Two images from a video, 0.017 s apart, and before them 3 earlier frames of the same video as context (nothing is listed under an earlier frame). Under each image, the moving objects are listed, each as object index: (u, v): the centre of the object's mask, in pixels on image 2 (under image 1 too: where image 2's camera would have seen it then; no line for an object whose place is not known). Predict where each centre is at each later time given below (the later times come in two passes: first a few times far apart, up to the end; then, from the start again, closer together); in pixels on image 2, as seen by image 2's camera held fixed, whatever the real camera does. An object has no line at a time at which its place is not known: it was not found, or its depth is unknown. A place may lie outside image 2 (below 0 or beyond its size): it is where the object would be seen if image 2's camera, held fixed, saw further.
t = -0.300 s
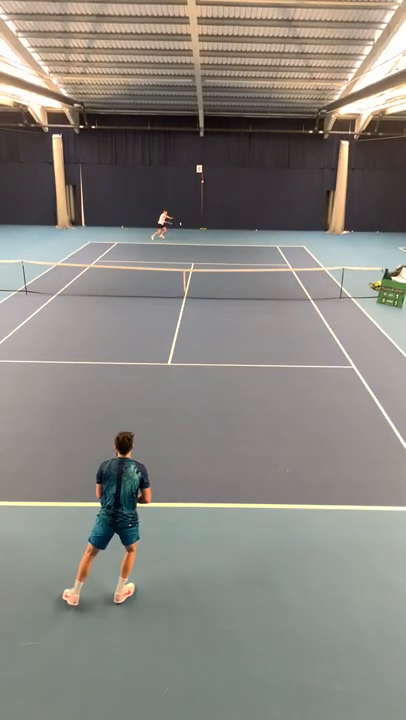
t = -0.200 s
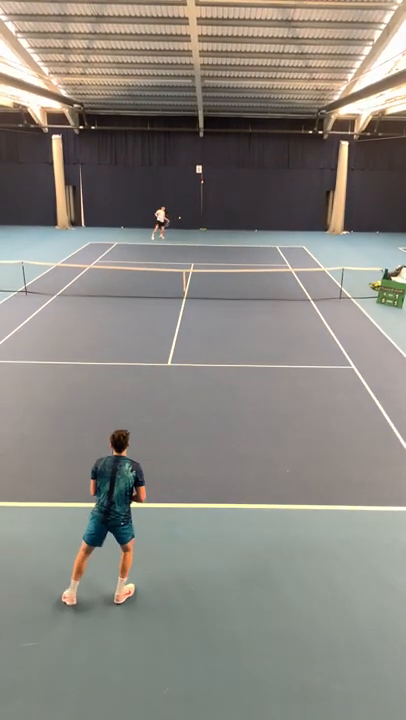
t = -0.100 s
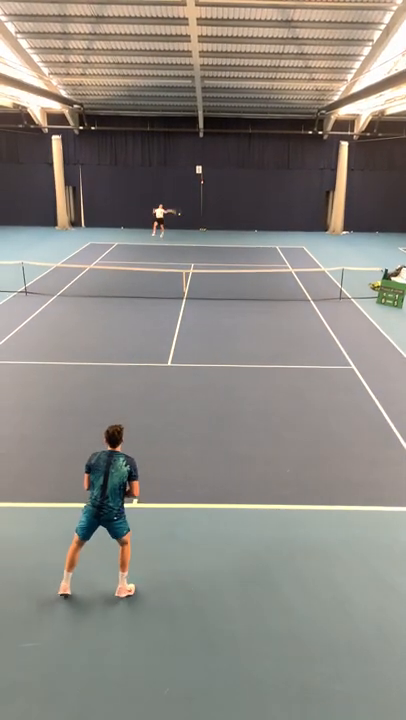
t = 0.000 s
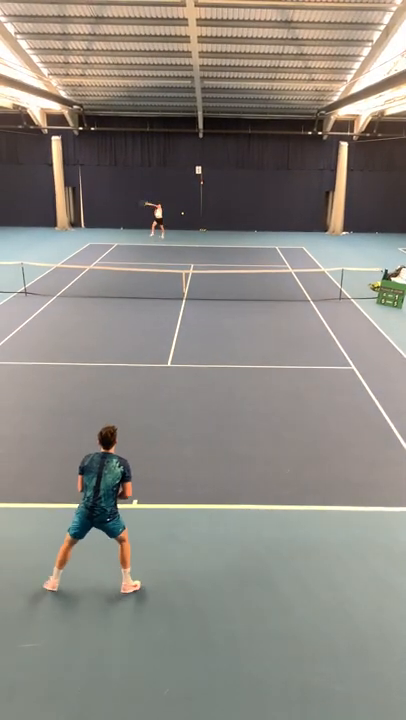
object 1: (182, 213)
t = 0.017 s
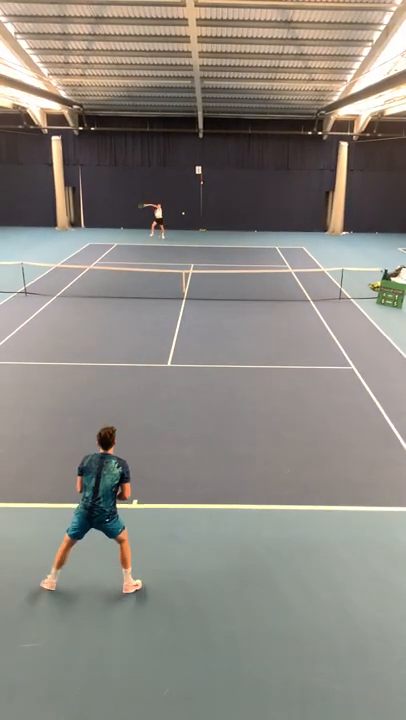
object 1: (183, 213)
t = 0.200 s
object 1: (192, 222)
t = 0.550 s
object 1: (221, 298)
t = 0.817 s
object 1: (256, 375)
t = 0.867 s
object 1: (263, 378)
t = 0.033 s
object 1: (184, 213)
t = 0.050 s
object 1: (184, 214)
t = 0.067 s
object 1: (185, 214)
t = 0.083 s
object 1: (186, 215)
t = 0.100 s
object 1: (186, 215)
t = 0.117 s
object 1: (187, 216)
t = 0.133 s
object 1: (188, 217)
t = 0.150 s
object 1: (189, 218)
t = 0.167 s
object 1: (190, 219)
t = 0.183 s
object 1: (191, 221)
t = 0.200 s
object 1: (192, 222)
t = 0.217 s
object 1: (193, 223)
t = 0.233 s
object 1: (194, 225)
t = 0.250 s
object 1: (195, 227)
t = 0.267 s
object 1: (197, 229)
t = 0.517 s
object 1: (218, 287)
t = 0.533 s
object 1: (220, 292)
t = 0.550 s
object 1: (221, 298)
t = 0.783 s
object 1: (251, 374)
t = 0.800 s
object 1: (254, 374)
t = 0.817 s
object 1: (256, 375)
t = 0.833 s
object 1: (258, 375)
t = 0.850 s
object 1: (260, 377)
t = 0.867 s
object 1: (263, 378)
